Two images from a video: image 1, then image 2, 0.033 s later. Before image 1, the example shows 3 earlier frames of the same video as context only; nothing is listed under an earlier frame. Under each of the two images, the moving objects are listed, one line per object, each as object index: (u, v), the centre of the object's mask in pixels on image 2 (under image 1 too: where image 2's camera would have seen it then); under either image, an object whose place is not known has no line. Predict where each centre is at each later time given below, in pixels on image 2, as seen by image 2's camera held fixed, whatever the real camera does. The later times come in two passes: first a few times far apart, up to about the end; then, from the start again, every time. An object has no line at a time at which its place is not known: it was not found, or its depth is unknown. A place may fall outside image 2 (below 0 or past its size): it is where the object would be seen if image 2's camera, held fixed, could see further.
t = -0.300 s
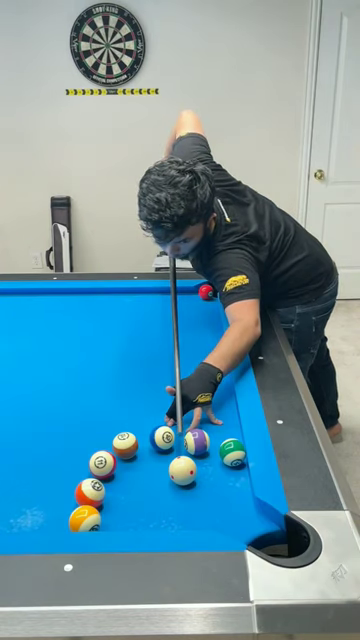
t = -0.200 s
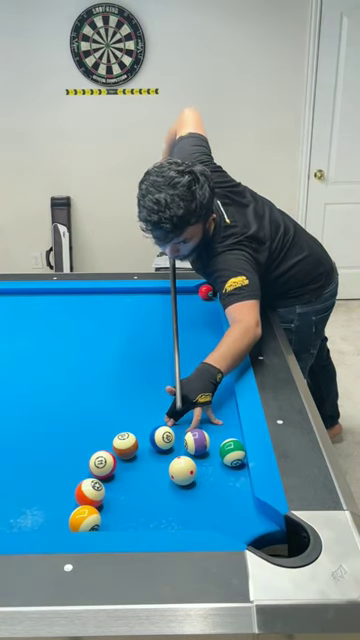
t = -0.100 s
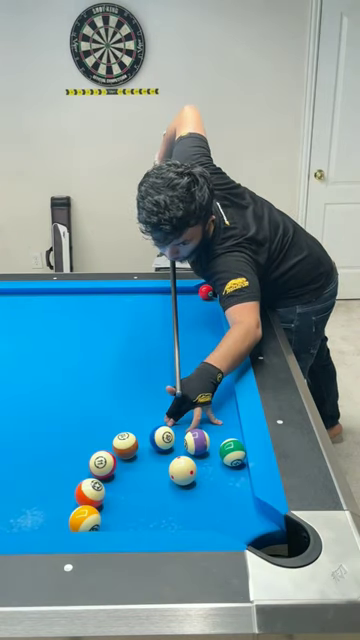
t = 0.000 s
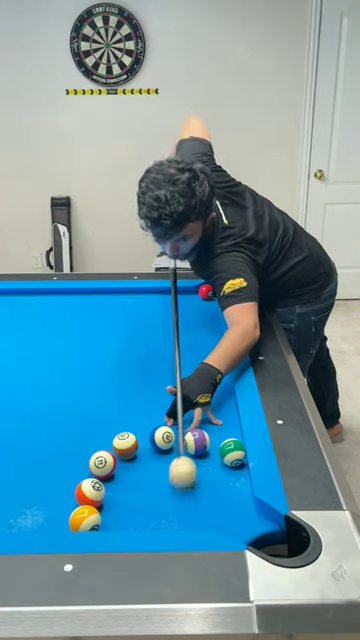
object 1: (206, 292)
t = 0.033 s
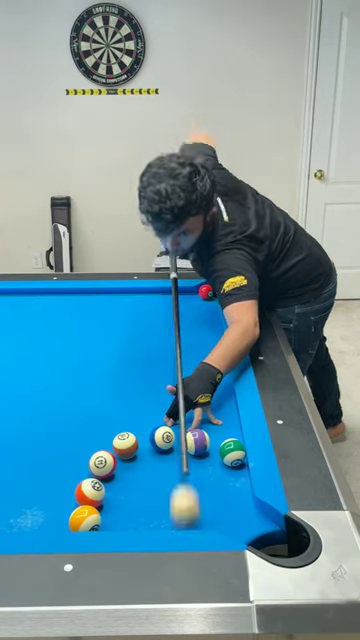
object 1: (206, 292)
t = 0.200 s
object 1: (206, 292)
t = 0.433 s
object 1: (206, 292)
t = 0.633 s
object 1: (206, 292)
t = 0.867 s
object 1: (206, 292)
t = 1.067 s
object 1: (206, 292)
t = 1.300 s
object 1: (206, 292)
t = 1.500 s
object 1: (206, 292)
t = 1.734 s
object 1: (206, 292)
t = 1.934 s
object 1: (206, 292)
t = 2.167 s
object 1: (209, 291)
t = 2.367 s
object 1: (212, 290)
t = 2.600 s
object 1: (216, 290)
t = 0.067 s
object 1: (206, 292)
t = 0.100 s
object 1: (206, 292)
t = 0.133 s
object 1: (206, 292)
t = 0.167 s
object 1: (206, 292)
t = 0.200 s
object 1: (206, 292)
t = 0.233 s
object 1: (206, 292)
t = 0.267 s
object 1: (206, 292)
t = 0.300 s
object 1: (206, 290)
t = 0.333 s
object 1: (204, 291)
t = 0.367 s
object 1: (206, 292)
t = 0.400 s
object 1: (206, 292)
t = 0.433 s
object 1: (206, 292)
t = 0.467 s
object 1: (206, 292)
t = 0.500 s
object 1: (206, 292)
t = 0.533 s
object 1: (206, 292)
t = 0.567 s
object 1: (206, 292)
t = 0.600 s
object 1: (206, 292)
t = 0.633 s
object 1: (206, 292)
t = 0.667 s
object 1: (206, 292)
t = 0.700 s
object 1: (206, 292)
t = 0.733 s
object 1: (206, 292)
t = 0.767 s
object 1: (206, 292)
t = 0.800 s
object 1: (206, 292)
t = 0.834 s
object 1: (206, 292)
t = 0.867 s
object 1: (206, 292)
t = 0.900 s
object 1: (206, 292)
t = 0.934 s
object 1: (206, 292)
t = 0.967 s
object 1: (206, 292)
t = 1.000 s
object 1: (206, 292)
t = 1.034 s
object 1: (206, 292)
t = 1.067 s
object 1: (206, 292)
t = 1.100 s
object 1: (206, 292)
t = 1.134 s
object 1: (206, 292)
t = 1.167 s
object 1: (206, 292)
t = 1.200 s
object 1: (206, 292)
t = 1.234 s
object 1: (206, 292)
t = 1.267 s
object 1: (206, 292)
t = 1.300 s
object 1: (206, 292)
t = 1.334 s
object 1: (206, 292)
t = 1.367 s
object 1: (206, 292)
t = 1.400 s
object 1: (206, 292)
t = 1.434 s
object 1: (206, 292)
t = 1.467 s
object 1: (206, 292)
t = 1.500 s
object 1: (206, 292)
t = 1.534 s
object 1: (206, 292)
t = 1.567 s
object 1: (206, 292)
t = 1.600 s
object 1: (206, 292)
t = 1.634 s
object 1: (206, 292)
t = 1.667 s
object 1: (206, 292)
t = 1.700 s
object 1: (206, 292)
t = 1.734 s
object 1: (206, 292)
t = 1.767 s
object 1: (206, 292)
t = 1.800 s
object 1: (206, 292)
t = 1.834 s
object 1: (206, 292)
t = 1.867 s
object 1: (206, 292)
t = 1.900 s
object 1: (206, 292)
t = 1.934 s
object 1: (206, 292)
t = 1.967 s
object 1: (206, 292)
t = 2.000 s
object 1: (206, 292)
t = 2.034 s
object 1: (207, 292)
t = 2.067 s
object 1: (207, 291)
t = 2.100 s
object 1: (208, 291)
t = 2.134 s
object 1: (208, 291)
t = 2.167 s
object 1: (209, 291)
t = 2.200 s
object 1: (210, 291)
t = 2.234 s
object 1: (210, 291)
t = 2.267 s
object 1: (210, 291)
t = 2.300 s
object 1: (211, 290)
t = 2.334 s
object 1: (211, 290)
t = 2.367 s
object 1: (212, 290)
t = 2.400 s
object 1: (212, 290)
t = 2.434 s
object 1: (212, 289)
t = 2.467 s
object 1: (213, 289)
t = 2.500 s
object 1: (213, 289)
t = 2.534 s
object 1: (214, 289)
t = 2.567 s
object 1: (215, 289)
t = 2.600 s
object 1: (216, 290)
